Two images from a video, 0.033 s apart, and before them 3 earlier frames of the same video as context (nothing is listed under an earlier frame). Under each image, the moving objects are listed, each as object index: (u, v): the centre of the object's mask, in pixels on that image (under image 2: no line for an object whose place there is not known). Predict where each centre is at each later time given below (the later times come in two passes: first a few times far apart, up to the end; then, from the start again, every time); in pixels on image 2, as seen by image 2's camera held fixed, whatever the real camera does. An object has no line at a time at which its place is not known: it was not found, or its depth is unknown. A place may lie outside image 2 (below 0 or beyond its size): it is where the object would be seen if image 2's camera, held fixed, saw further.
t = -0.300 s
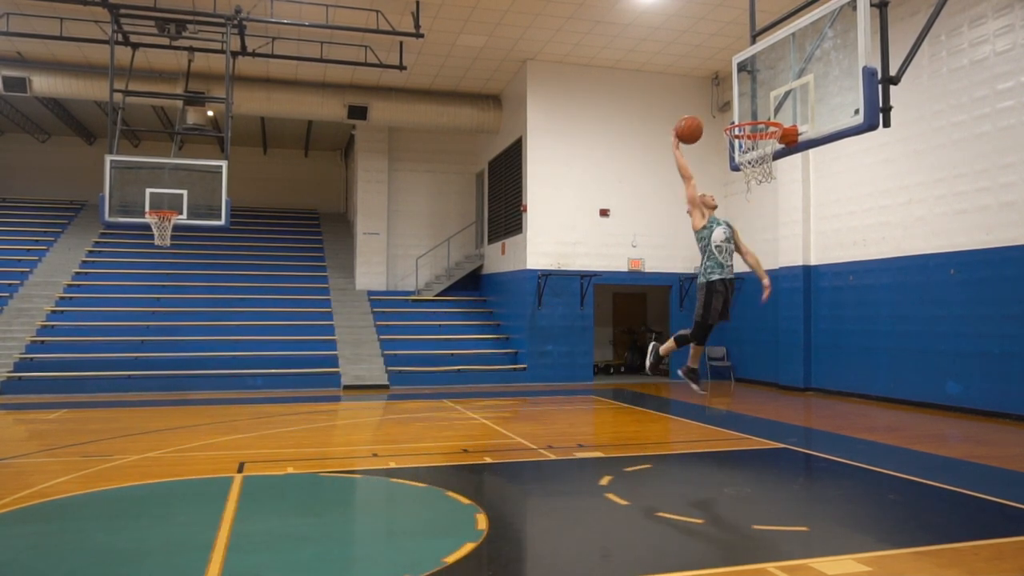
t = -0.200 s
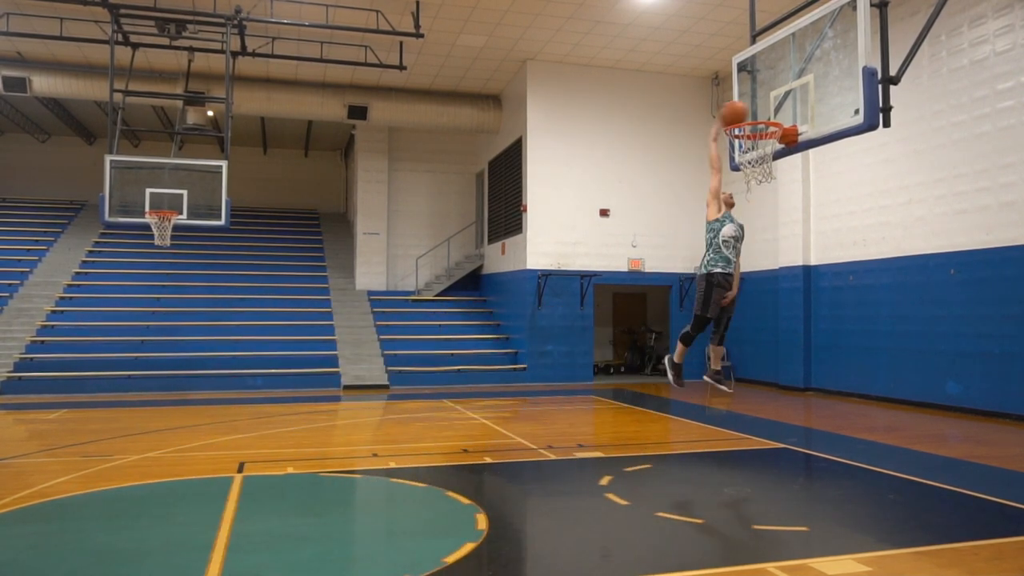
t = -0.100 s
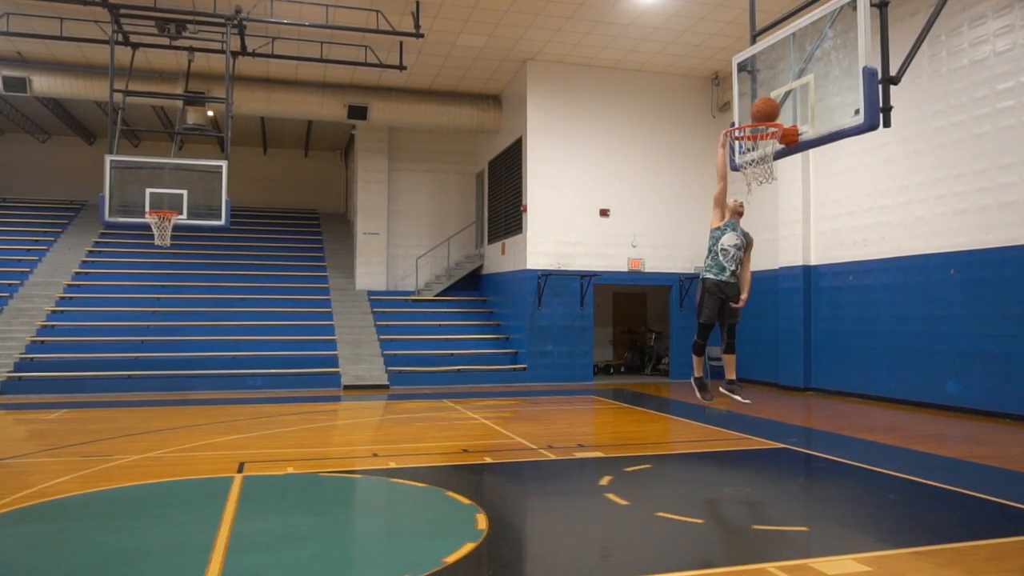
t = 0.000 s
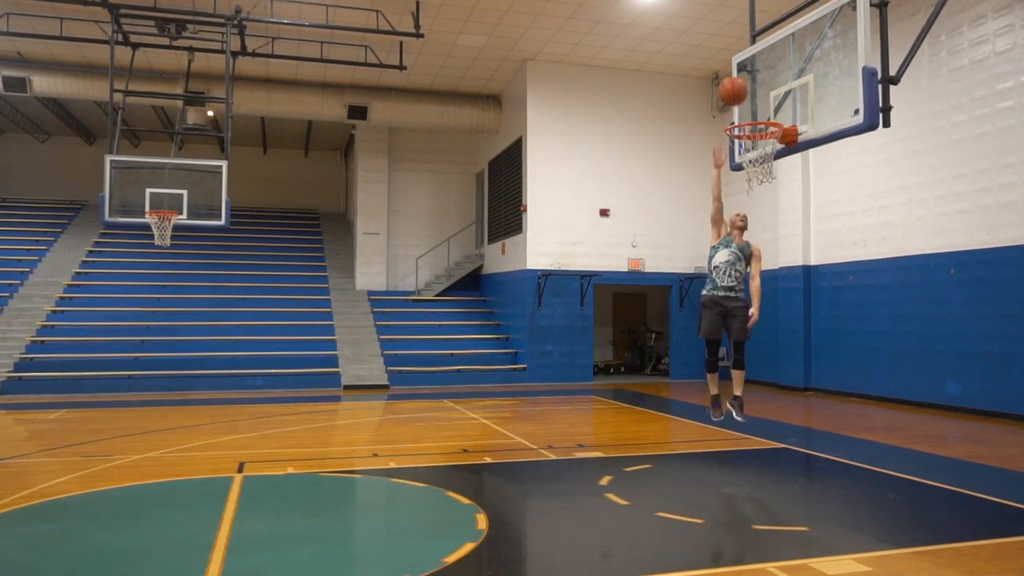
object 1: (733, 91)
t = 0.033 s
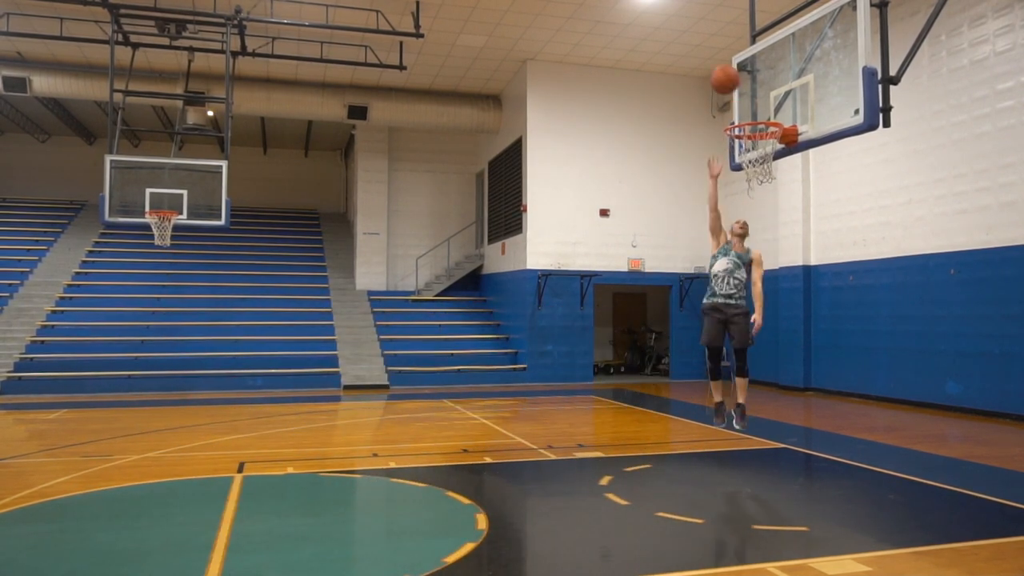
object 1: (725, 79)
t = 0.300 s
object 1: (664, 33)
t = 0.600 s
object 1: (598, 76)
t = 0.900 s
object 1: (535, 220)
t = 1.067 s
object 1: (502, 344)
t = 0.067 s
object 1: (717, 69)
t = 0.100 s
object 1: (710, 60)
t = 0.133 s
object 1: (702, 52)
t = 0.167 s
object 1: (694, 46)
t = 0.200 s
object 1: (687, 41)
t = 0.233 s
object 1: (679, 36)
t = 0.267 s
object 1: (672, 34)
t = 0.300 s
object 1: (664, 33)
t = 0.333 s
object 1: (657, 32)
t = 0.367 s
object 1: (649, 34)
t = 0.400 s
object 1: (642, 36)
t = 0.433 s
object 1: (634, 39)
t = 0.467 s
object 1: (627, 44)
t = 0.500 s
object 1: (620, 50)
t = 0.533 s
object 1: (612, 58)
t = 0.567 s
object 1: (605, 66)
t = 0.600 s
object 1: (598, 76)
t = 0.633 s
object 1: (591, 87)
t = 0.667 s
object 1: (584, 99)
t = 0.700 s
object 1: (577, 113)
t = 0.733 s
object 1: (569, 127)
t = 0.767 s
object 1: (562, 144)
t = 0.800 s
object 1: (555, 161)
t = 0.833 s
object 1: (548, 180)
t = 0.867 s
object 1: (541, 199)
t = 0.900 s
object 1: (535, 220)
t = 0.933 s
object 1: (528, 243)
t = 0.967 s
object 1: (521, 267)
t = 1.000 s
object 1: (515, 291)
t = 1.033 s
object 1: (508, 317)
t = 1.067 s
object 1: (502, 344)
